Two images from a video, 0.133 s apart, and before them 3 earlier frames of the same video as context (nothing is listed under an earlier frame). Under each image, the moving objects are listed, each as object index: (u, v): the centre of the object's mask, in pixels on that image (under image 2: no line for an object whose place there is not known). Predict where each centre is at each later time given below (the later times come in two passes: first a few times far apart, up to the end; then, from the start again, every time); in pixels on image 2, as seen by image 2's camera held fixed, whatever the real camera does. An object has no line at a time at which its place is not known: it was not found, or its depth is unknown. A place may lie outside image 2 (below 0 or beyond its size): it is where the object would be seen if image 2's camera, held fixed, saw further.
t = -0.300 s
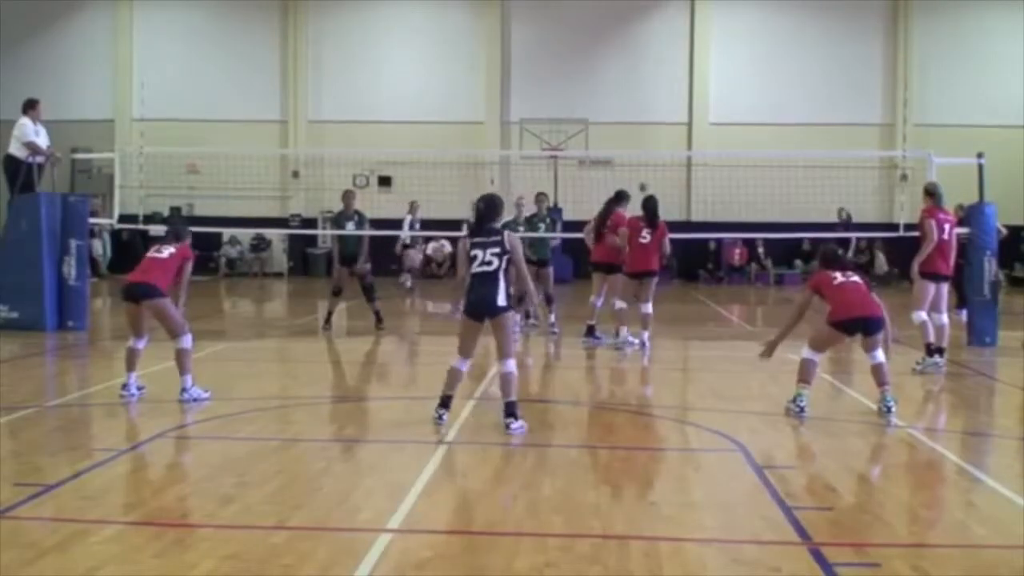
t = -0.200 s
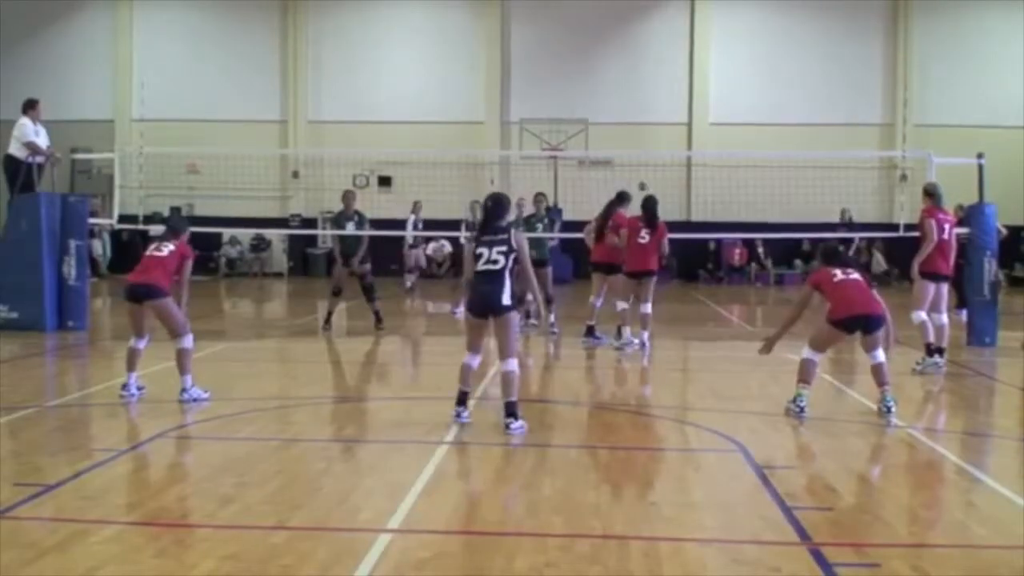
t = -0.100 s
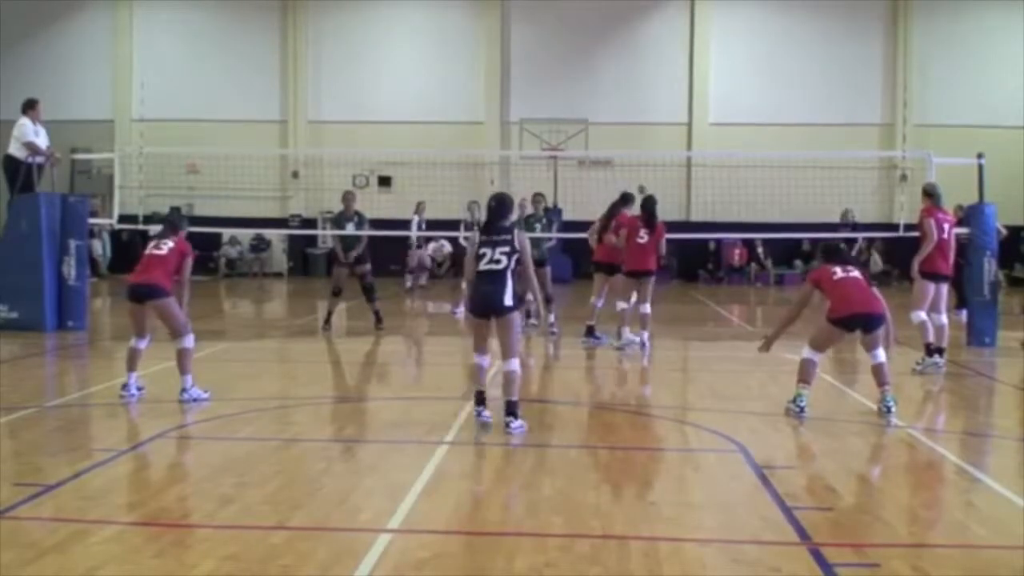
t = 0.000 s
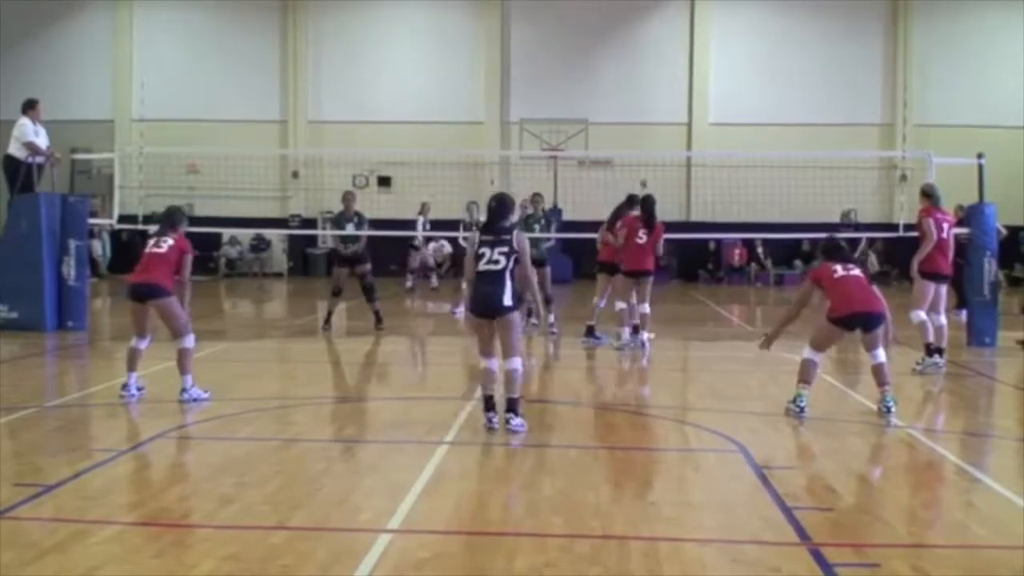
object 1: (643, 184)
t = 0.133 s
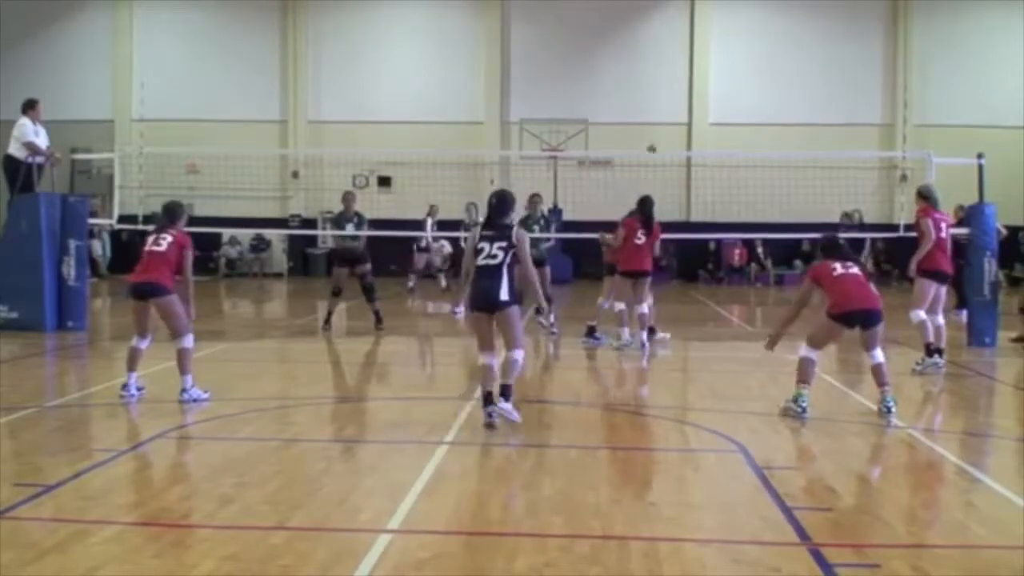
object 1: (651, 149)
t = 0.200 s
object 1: (656, 134)
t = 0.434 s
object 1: (680, 85)
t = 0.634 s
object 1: (702, 63)
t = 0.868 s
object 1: (740, 69)
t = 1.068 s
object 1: (786, 114)
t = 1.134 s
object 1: (806, 141)
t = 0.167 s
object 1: (654, 142)
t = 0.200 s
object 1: (656, 134)
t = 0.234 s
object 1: (659, 126)
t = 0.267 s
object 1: (664, 118)
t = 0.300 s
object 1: (667, 111)
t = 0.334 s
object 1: (670, 104)
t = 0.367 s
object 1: (673, 97)
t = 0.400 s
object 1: (677, 91)
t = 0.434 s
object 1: (680, 85)
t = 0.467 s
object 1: (683, 80)
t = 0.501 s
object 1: (685, 76)
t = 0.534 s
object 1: (691, 72)
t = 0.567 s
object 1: (696, 68)
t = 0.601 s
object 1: (698, 65)
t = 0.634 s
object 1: (702, 63)
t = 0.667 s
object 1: (707, 61)
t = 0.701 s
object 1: (712, 61)
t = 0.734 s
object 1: (717, 61)
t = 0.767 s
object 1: (722, 61)
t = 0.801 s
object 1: (728, 63)
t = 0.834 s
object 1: (734, 66)
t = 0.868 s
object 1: (740, 69)
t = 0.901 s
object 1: (747, 74)
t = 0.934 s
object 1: (754, 80)
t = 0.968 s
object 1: (761, 87)
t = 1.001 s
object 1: (769, 95)
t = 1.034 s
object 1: (778, 104)
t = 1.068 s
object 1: (786, 114)
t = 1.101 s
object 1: (796, 127)
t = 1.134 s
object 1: (806, 141)
